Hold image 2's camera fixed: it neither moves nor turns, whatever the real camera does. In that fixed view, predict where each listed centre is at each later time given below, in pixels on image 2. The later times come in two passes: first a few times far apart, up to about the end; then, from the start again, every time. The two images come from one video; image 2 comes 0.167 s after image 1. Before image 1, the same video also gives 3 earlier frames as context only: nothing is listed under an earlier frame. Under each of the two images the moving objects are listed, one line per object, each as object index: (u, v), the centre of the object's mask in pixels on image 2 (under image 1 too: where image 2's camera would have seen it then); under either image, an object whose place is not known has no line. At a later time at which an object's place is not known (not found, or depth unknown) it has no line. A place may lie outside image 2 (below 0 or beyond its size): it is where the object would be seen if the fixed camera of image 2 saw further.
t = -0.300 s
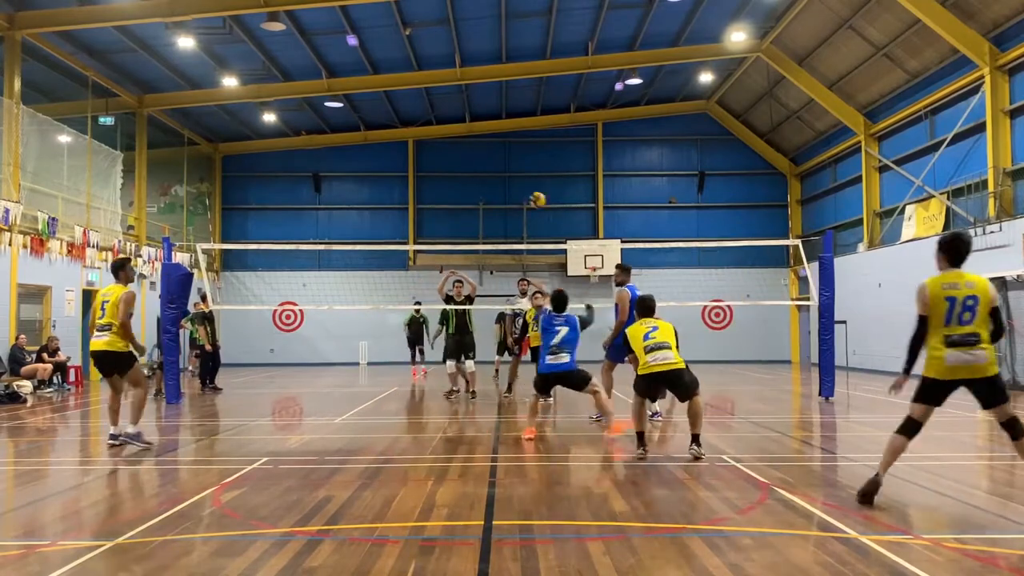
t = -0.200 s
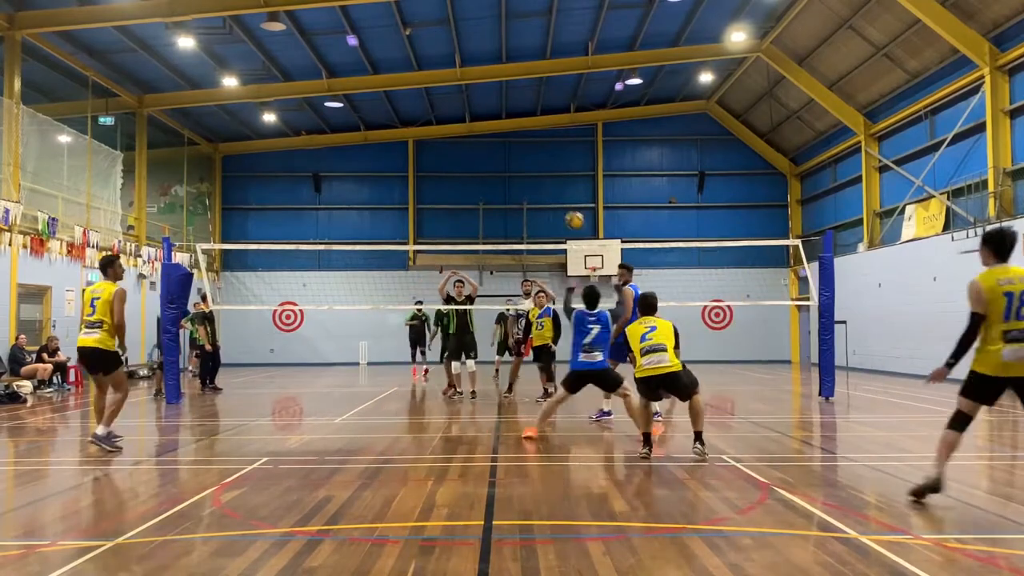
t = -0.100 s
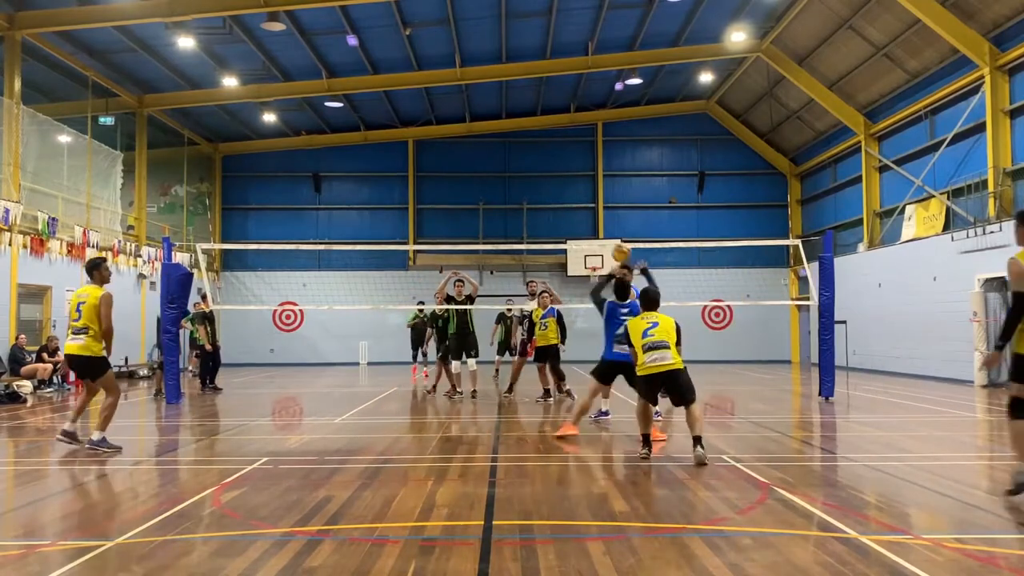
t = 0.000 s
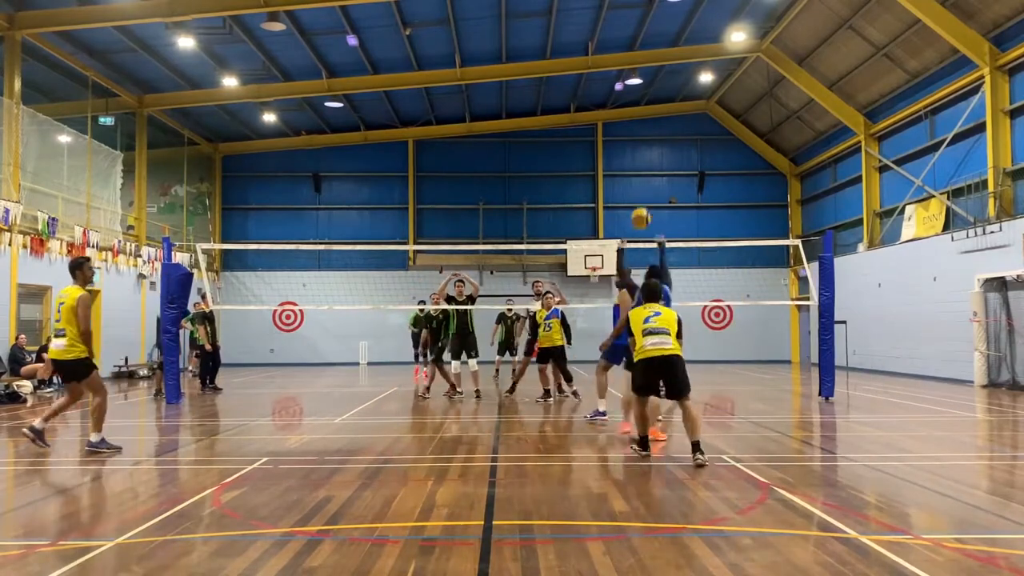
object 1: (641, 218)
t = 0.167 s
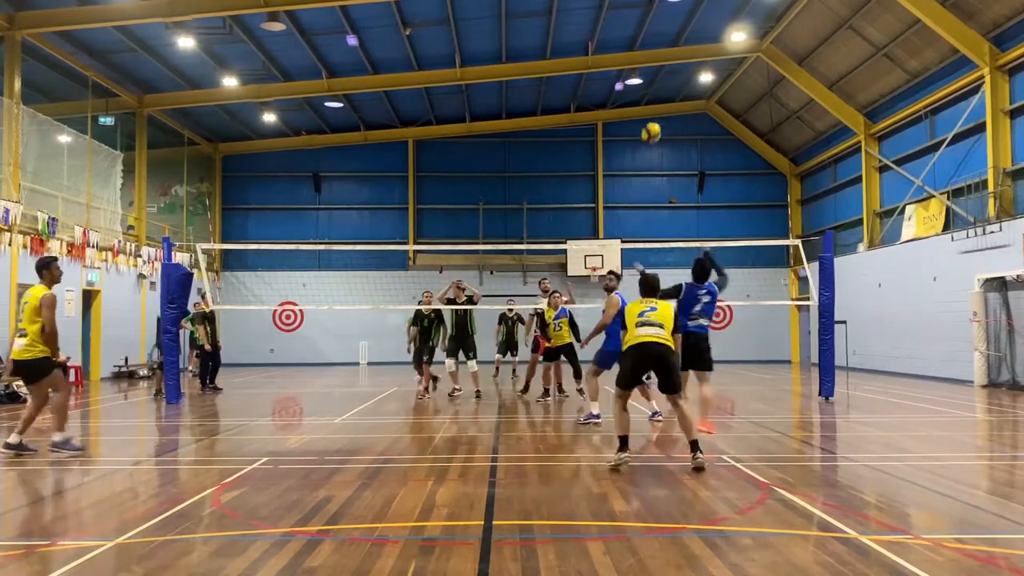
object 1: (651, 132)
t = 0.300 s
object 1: (659, 88)
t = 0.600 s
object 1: (675, 49)
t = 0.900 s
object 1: (688, 80)
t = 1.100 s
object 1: (696, 131)
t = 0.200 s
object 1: (653, 120)
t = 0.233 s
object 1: (656, 107)
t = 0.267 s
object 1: (657, 96)
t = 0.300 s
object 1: (659, 88)
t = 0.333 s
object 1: (661, 80)
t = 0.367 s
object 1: (663, 73)
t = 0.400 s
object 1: (665, 67)
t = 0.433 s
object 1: (667, 61)
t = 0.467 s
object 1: (668, 57)
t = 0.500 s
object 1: (671, 53)
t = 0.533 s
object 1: (672, 51)
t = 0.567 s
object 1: (674, 49)
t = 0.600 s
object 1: (675, 49)
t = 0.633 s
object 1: (676, 50)
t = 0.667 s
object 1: (677, 51)
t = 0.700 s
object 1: (680, 52)
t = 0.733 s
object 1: (680, 55)
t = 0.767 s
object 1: (682, 58)
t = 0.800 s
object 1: (683, 63)
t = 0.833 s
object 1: (685, 68)
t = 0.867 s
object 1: (686, 73)
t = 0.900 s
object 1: (688, 80)
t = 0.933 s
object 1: (689, 87)
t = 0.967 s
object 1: (691, 94)
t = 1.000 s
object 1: (692, 102)
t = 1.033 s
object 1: (694, 112)
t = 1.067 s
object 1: (695, 121)
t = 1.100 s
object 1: (696, 131)
